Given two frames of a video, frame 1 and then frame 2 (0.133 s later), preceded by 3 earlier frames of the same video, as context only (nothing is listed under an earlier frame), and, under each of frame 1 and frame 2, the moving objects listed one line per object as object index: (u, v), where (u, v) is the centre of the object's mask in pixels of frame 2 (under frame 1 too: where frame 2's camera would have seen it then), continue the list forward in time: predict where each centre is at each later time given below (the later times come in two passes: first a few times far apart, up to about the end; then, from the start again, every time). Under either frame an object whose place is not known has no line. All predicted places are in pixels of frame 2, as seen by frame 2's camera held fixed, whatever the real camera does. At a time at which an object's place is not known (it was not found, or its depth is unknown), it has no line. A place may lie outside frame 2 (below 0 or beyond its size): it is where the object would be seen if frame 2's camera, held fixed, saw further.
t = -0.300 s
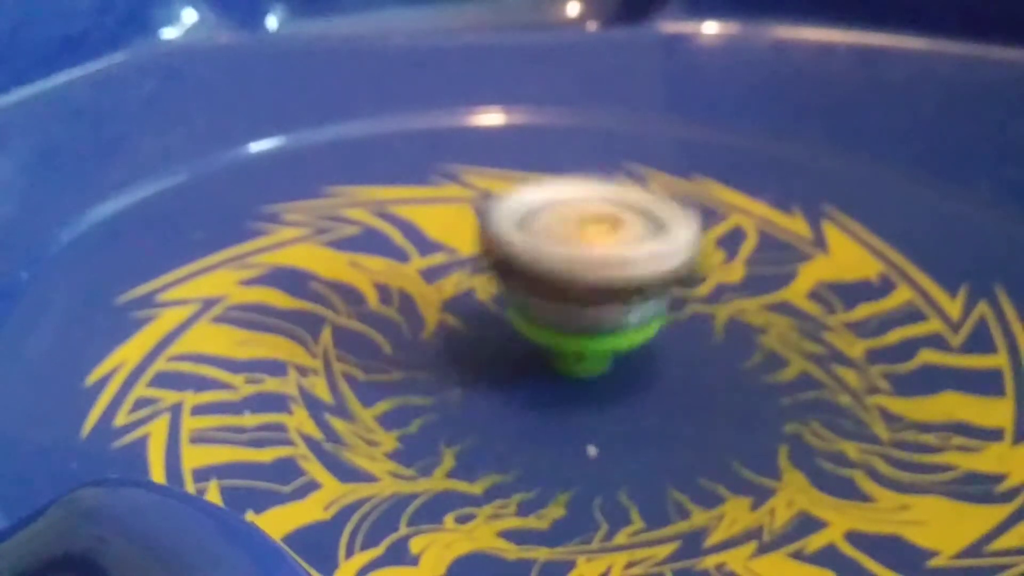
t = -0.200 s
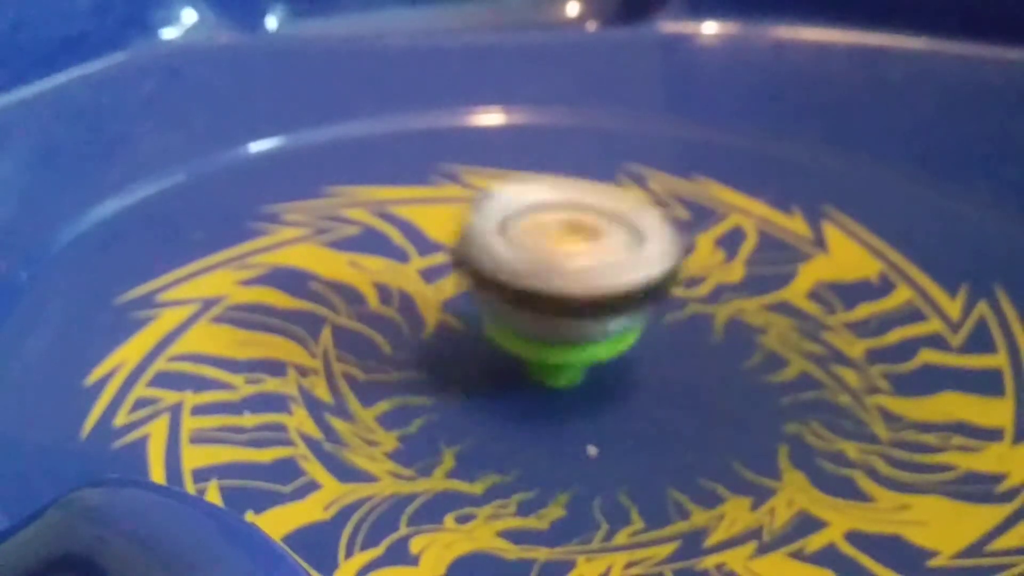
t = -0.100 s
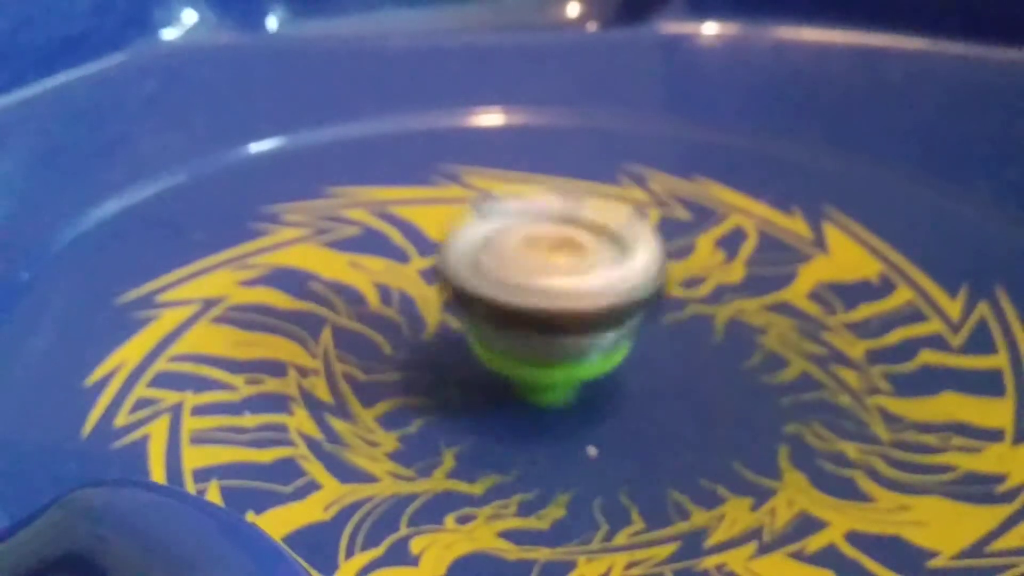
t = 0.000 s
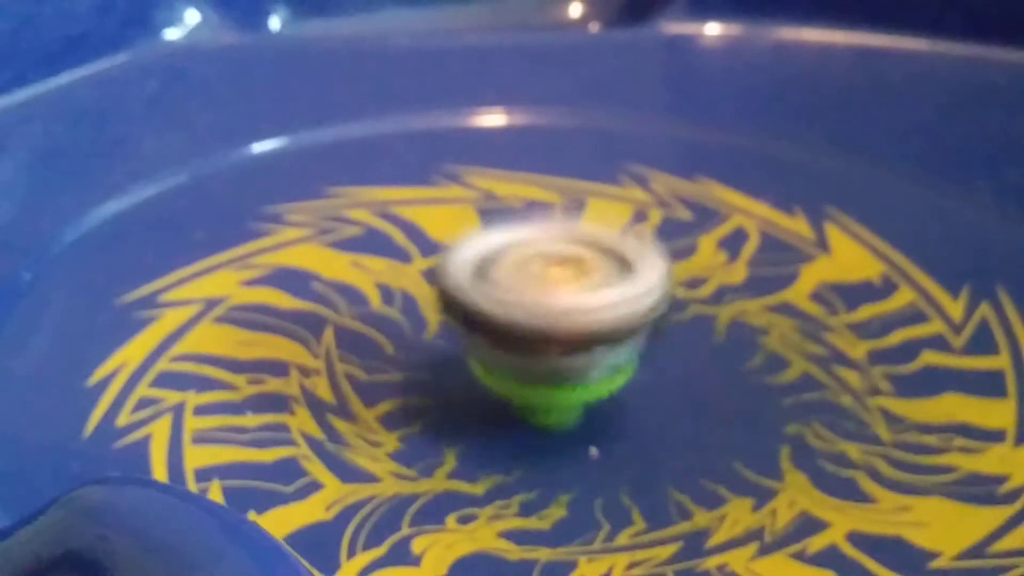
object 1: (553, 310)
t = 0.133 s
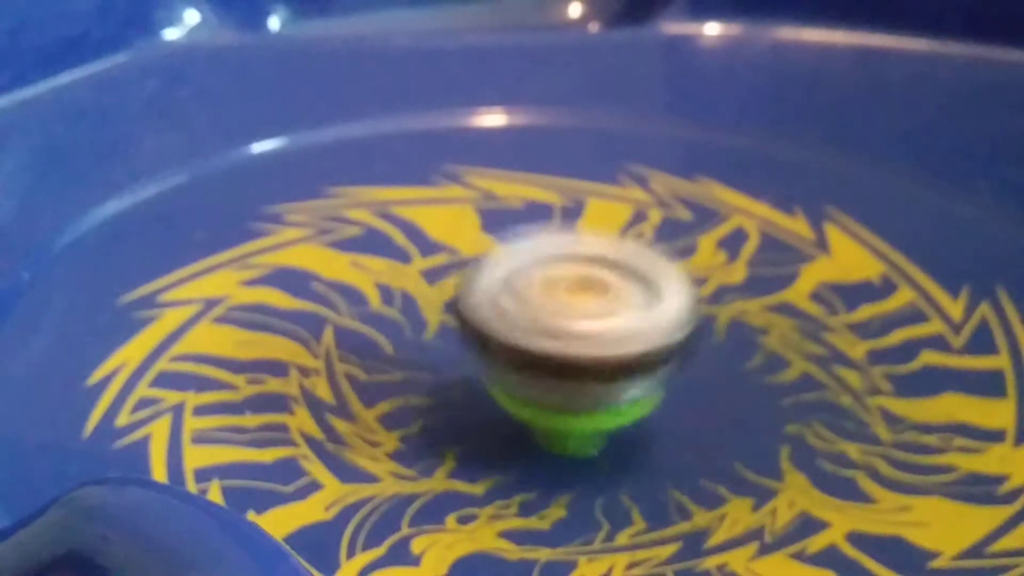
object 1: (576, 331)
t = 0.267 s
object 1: (624, 346)
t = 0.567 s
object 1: (716, 320)
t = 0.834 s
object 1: (673, 257)
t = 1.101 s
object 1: (539, 240)
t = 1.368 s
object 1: (480, 295)
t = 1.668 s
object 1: (619, 353)
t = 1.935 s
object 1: (725, 311)
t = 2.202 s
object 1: (664, 252)
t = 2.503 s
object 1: (533, 257)
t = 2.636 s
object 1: (511, 279)
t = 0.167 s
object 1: (585, 338)
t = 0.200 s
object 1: (597, 339)
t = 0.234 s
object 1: (613, 342)
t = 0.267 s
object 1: (624, 346)
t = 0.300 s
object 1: (636, 345)
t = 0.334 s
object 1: (651, 347)
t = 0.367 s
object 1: (662, 345)
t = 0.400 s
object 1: (674, 344)
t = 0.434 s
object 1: (686, 343)
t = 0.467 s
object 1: (695, 336)
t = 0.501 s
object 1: (702, 334)
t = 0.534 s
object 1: (711, 328)
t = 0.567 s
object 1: (716, 320)
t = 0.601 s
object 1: (720, 316)
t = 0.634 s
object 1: (718, 304)
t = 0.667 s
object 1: (717, 299)
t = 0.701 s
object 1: (713, 290)
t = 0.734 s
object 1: (706, 281)
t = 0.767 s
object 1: (699, 276)
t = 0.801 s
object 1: (685, 265)
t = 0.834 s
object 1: (673, 257)
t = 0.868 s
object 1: (656, 253)
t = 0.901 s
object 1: (643, 244)
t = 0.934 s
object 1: (625, 244)
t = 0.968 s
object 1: (606, 240)
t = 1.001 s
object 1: (590, 235)
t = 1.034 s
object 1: (570, 239)
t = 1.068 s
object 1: (554, 236)
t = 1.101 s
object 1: (539, 240)
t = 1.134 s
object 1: (522, 246)
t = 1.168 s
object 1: (511, 245)
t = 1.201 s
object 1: (499, 255)
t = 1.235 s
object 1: (489, 260)
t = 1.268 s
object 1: (483, 270)
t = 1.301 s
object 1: (478, 280)
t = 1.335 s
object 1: (476, 284)
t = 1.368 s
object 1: (480, 295)
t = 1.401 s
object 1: (484, 305)
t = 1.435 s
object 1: (494, 311)
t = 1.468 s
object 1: (504, 324)
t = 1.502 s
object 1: (519, 330)
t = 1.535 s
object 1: (534, 336)
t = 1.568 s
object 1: (553, 344)
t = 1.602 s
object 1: (573, 347)
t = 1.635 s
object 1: (599, 348)
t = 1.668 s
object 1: (619, 353)
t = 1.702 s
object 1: (639, 351)
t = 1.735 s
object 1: (660, 348)
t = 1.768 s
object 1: (676, 347)
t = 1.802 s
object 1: (692, 340)
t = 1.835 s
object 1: (703, 334)
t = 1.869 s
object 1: (715, 329)
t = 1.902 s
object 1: (723, 319)
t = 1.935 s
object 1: (725, 311)
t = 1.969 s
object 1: (726, 306)
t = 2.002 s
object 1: (724, 295)
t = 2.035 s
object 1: (722, 287)
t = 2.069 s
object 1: (710, 281)
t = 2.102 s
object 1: (704, 267)
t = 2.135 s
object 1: (693, 262)
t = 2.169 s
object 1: (681, 260)
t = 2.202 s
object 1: (664, 252)
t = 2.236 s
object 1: (649, 248)
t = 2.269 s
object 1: (634, 248)
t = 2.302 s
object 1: (618, 245)
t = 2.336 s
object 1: (599, 244)
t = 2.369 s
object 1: (587, 246)
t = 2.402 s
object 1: (570, 247)
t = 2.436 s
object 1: (555, 249)
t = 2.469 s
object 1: (546, 255)
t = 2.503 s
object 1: (533, 257)
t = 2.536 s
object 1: (525, 260)
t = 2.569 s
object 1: (518, 272)
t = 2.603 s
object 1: (512, 275)
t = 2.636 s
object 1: (511, 279)
